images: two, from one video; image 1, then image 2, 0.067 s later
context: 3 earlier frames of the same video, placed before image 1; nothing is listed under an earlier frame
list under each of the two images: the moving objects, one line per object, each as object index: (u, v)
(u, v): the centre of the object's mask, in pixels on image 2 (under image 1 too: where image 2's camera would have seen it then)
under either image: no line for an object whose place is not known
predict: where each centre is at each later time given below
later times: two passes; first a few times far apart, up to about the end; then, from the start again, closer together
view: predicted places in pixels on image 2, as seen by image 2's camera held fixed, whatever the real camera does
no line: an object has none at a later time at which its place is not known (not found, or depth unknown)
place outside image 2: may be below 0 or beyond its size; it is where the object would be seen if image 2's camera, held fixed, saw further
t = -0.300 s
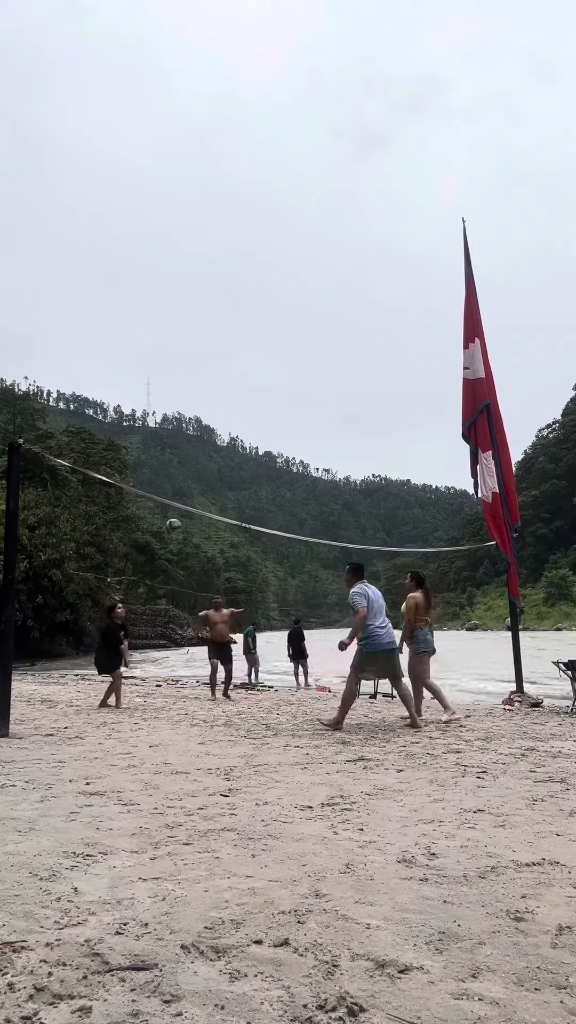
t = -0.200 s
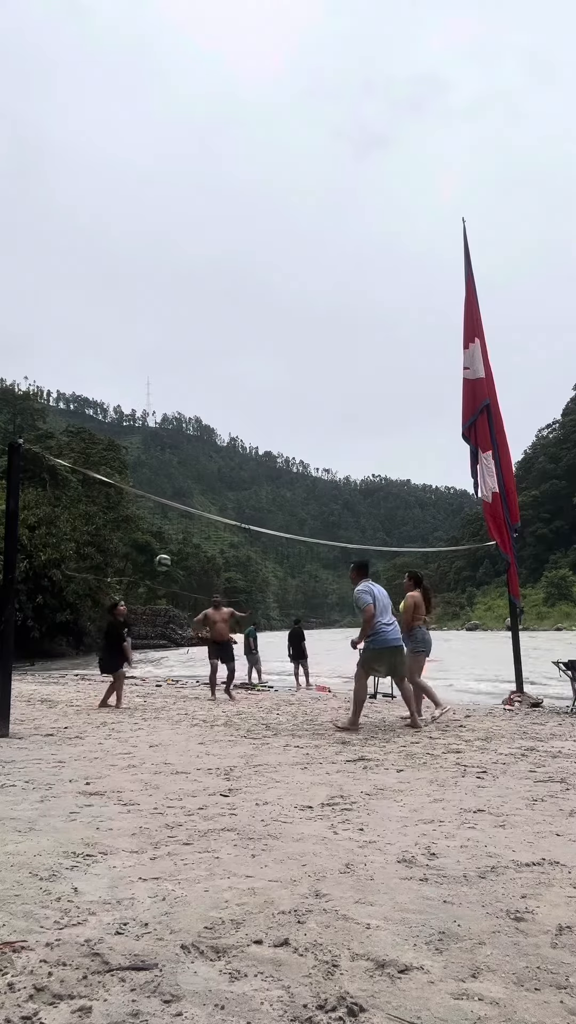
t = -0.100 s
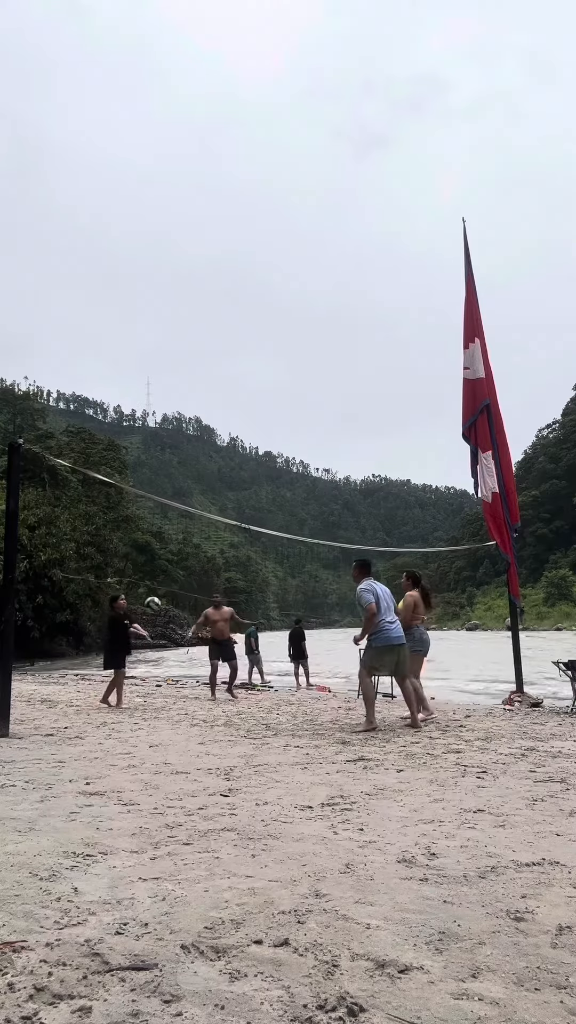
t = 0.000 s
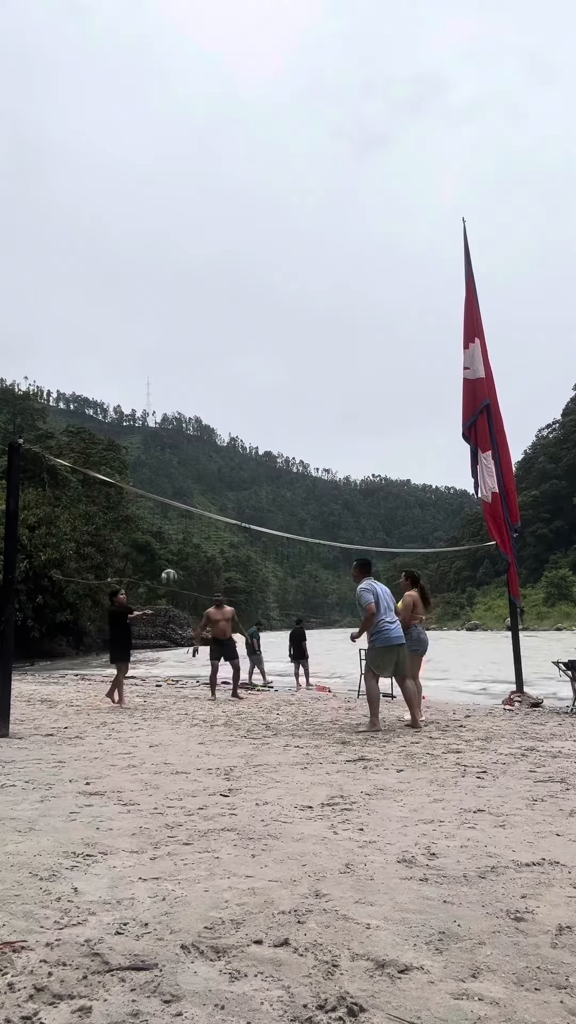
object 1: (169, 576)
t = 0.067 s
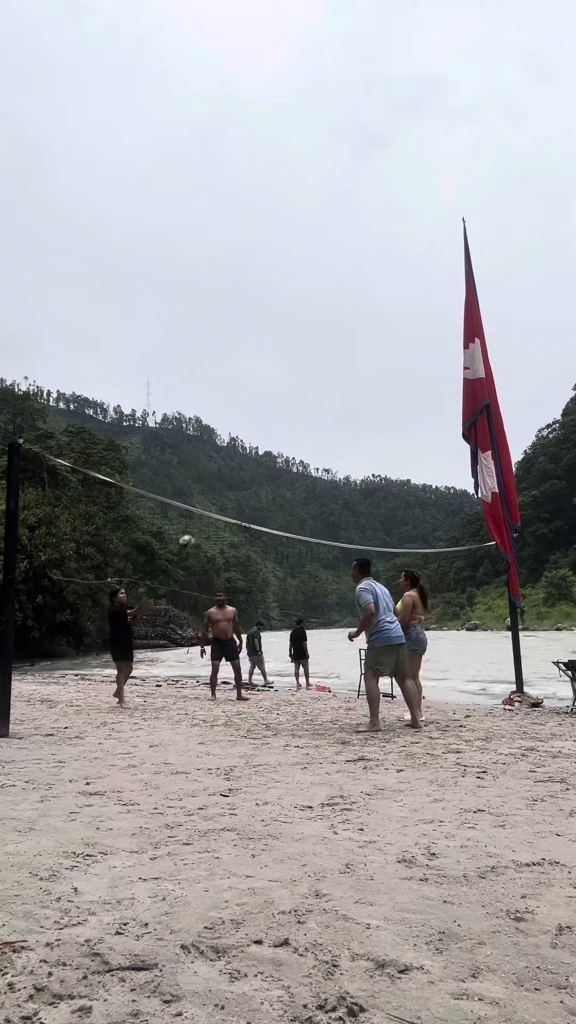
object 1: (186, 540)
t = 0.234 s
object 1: (233, 471)
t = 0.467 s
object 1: (297, 408)
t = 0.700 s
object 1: (367, 384)
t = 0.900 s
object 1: (432, 398)
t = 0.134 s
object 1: (206, 508)
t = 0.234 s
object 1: (233, 471)
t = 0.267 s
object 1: (241, 461)
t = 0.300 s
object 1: (250, 451)
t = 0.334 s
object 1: (259, 441)
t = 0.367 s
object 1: (269, 432)
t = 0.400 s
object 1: (278, 423)
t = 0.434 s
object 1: (287, 416)
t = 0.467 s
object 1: (297, 408)
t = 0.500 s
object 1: (306, 402)
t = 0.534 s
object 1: (316, 397)
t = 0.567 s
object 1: (326, 392)
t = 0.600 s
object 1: (336, 389)
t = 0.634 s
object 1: (346, 386)
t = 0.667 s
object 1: (356, 384)
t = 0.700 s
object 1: (367, 384)
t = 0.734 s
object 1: (377, 384)
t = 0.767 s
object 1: (388, 385)
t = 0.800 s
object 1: (398, 387)
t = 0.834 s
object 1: (409, 390)
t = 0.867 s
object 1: (421, 393)
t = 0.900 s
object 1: (432, 398)
